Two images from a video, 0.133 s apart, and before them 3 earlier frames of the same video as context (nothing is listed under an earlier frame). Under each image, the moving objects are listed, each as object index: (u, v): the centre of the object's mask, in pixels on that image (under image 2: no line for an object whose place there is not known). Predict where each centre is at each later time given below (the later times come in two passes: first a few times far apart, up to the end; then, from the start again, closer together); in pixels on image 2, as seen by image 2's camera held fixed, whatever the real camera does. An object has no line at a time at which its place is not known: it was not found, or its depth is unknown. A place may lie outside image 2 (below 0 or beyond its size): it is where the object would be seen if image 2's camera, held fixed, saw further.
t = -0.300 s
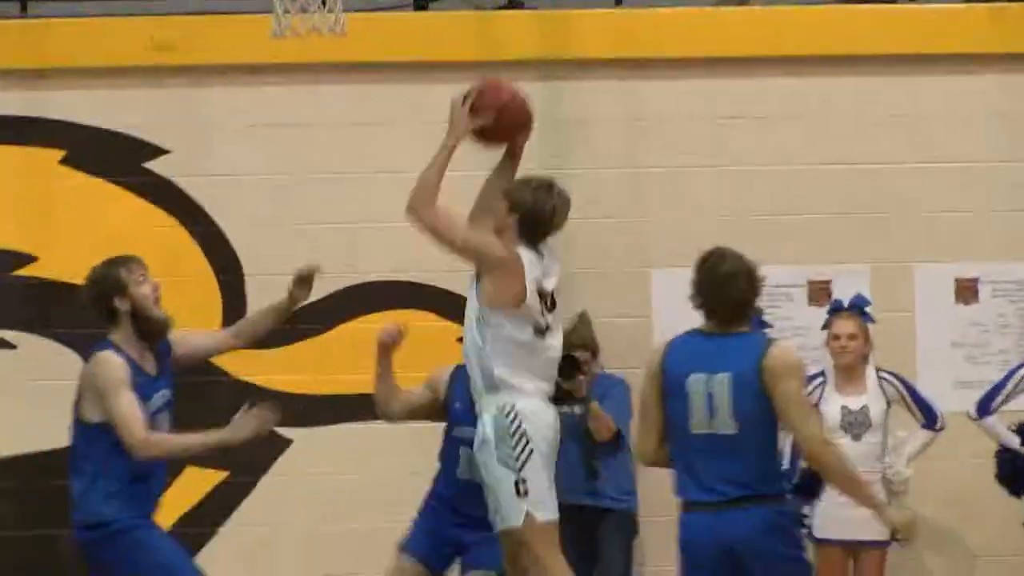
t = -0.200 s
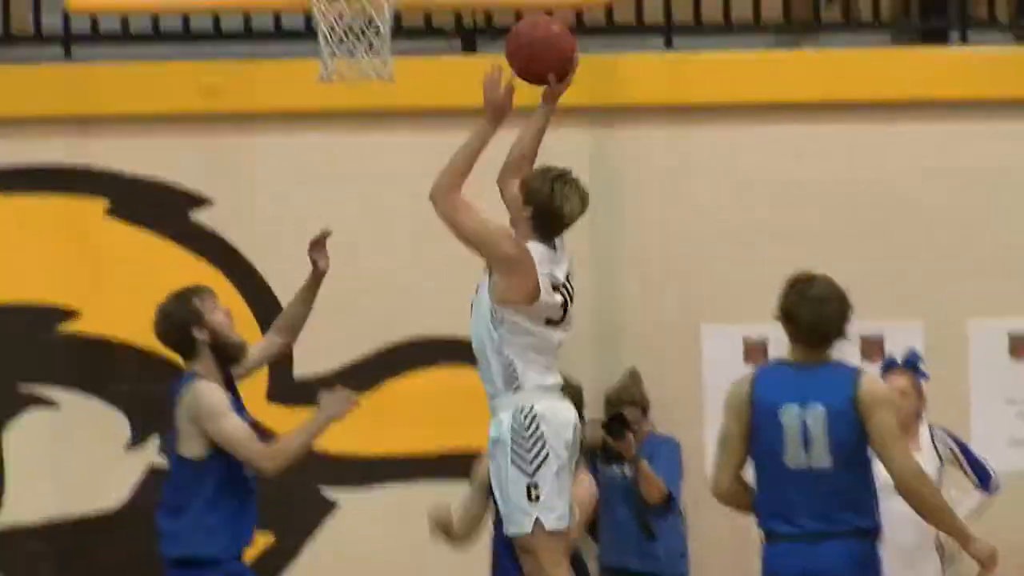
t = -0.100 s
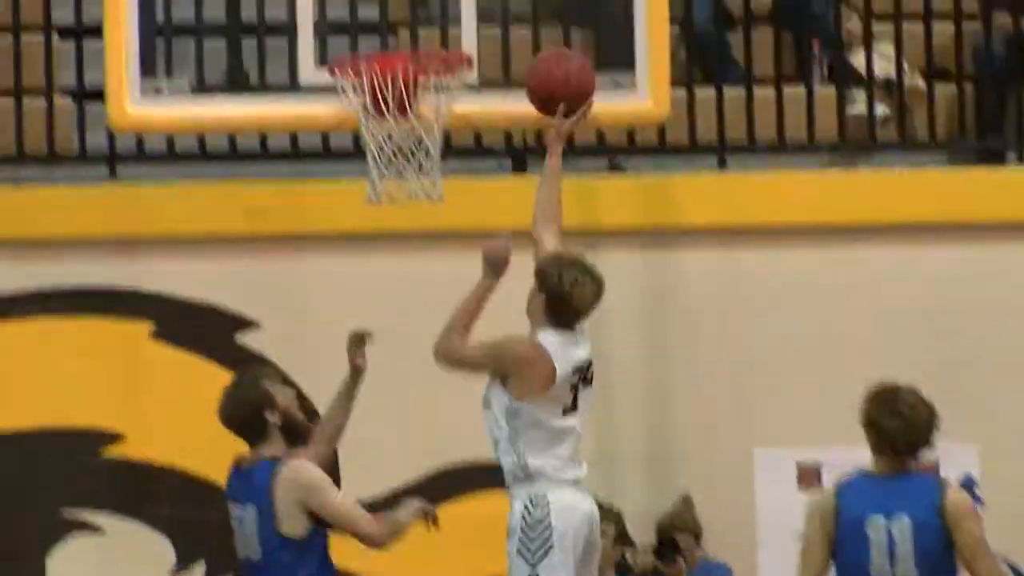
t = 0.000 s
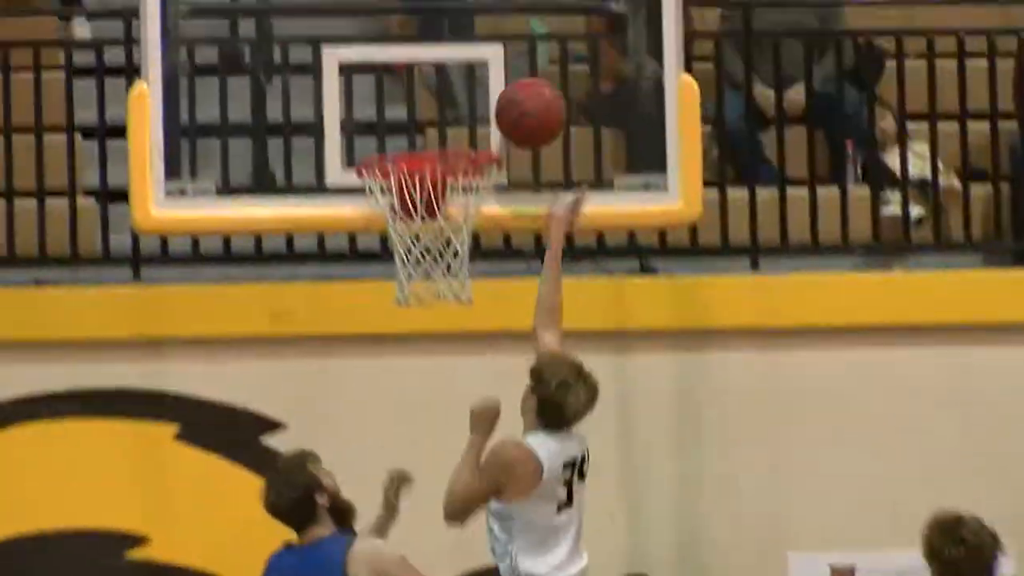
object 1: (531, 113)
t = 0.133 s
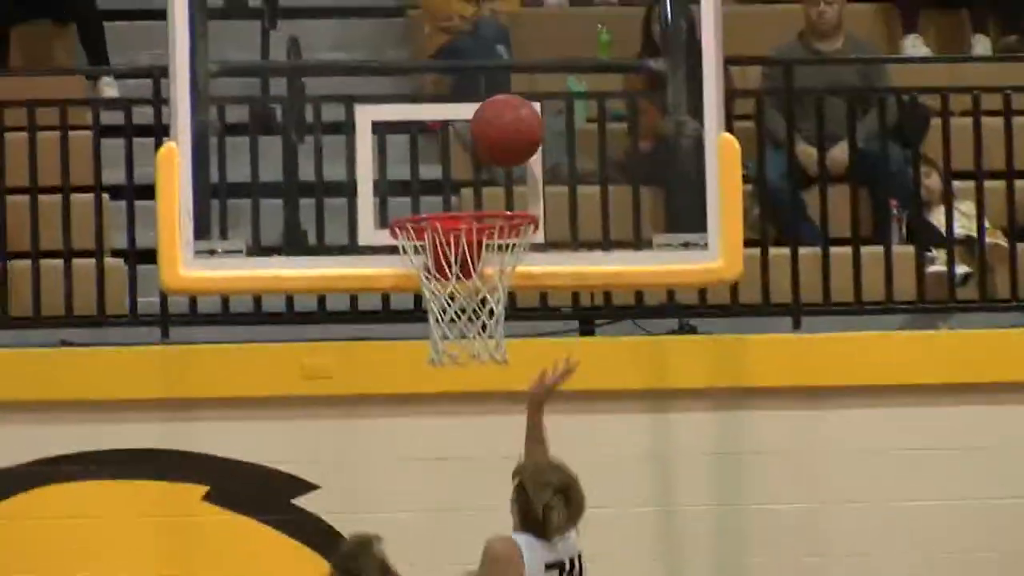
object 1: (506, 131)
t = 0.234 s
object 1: (471, 137)
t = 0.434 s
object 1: (455, 193)
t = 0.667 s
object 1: (439, 254)
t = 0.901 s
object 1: (430, 348)
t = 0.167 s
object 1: (495, 129)
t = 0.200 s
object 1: (482, 132)
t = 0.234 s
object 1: (471, 137)
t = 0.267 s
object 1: (459, 148)
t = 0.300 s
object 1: (448, 159)
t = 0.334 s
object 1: (437, 175)
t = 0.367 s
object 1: (426, 189)
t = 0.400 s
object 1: (433, 193)
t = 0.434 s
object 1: (455, 193)
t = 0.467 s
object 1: (480, 202)
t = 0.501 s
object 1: (498, 215)
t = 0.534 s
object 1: (487, 198)
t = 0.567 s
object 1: (470, 227)
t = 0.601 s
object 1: (459, 234)
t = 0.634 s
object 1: (448, 242)
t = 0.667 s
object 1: (439, 254)
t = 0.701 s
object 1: (427, 258)
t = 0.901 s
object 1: (430, 348)
